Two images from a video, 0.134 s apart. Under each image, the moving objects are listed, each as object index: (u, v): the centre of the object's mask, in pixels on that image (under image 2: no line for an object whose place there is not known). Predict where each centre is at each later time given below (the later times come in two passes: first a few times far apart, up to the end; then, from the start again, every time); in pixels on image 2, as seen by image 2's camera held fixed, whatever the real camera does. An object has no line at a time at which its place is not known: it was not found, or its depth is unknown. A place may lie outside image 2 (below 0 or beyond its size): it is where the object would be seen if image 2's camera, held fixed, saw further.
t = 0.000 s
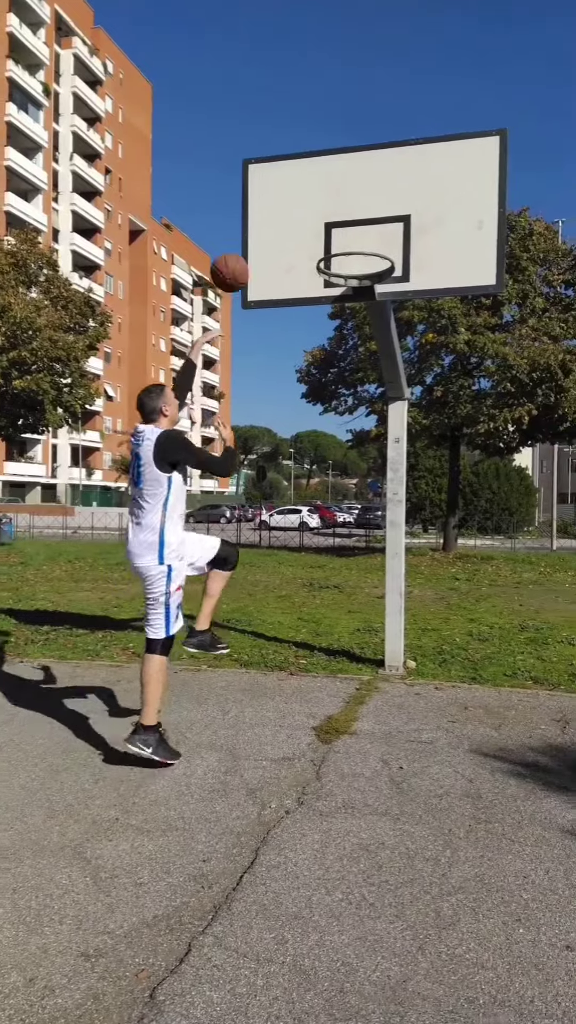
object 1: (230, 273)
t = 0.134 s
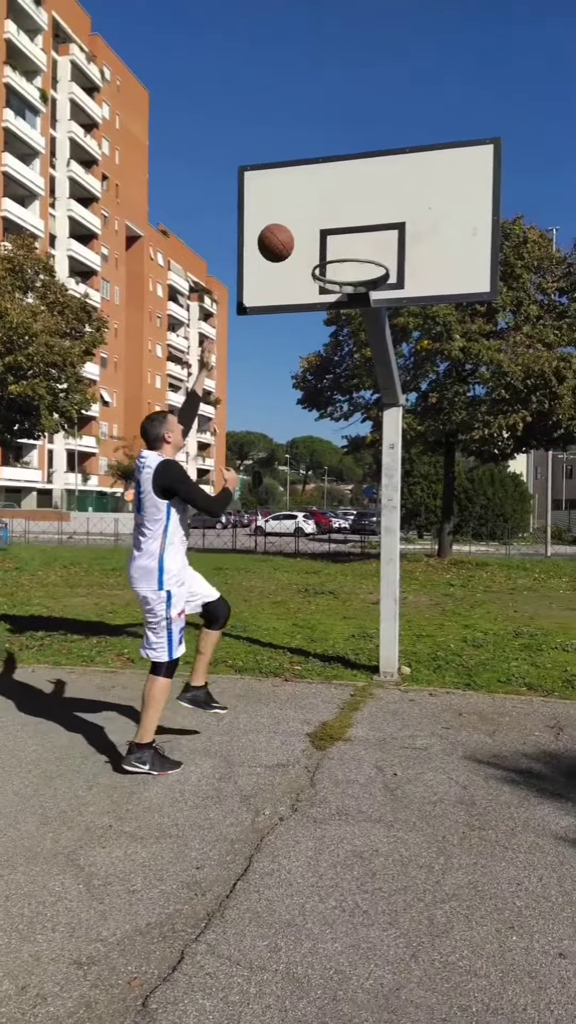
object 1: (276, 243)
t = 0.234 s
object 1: (311, 235)
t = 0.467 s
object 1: (333, 256)
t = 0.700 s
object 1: (368, 307)
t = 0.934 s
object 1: (358, 429)
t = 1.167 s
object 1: (347, 616)
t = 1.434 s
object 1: (341, 591)
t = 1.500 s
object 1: (341, 553)
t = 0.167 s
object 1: (288, 238)
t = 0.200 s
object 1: (299, 236)
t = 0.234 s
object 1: (311, 235)
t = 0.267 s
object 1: (321, 236)
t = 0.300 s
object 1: (324, 235)
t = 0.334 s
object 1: (325, 235)
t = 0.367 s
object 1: (327, 238)
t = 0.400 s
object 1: (329, 241)
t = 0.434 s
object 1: (331, 247)
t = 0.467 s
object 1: (333, 256)
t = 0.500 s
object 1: (340, 260)
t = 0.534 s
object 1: (347, 263)
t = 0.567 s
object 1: (355, 267)
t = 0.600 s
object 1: (362, 274)
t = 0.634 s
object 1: (369, 289)
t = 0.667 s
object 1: (369, 298)
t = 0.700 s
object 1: (368, 307)
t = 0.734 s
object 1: (368, 320)
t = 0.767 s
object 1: (365, 334)
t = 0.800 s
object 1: (365, 349)
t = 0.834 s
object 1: (364, 367)
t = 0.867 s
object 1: (363, 386)
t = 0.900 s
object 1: (360, 407)
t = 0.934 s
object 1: (358, 429)
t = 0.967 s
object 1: (358, 451)
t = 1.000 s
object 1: (355, 475)
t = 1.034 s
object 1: (355, 501)
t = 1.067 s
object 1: (352, 528)
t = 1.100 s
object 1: (351, 556)
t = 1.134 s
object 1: (349, 585)
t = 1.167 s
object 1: (347, 616)
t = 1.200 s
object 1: (346, 649)
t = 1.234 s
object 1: (343, 682)
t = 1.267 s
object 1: (341, 716)
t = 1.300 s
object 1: (341, 691)
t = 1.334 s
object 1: (343, 663)
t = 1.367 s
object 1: (341, 638)
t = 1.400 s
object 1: (341, 613)
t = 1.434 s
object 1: (341, 591)
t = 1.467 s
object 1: (340, 570)
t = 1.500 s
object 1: (341, 553)
